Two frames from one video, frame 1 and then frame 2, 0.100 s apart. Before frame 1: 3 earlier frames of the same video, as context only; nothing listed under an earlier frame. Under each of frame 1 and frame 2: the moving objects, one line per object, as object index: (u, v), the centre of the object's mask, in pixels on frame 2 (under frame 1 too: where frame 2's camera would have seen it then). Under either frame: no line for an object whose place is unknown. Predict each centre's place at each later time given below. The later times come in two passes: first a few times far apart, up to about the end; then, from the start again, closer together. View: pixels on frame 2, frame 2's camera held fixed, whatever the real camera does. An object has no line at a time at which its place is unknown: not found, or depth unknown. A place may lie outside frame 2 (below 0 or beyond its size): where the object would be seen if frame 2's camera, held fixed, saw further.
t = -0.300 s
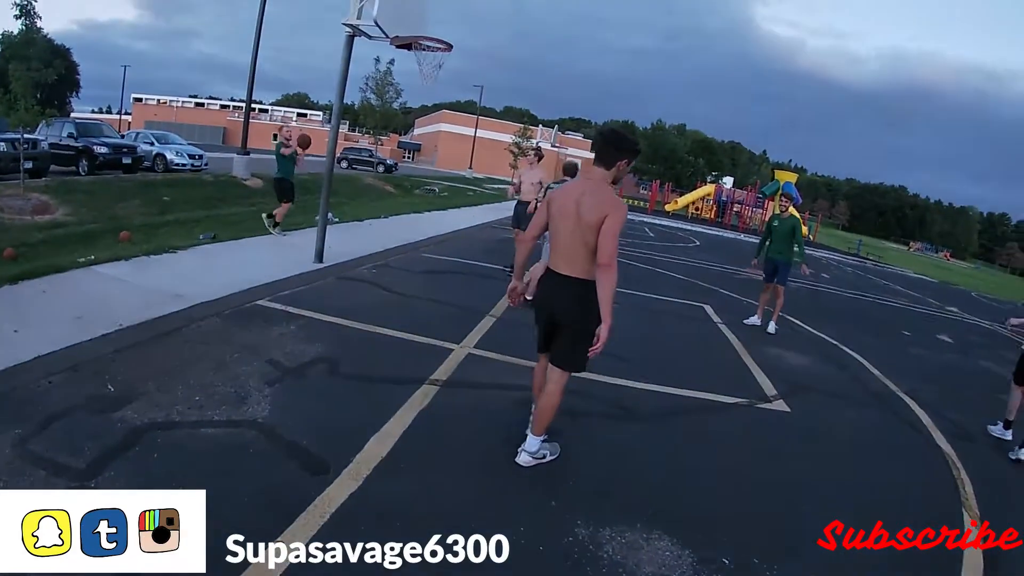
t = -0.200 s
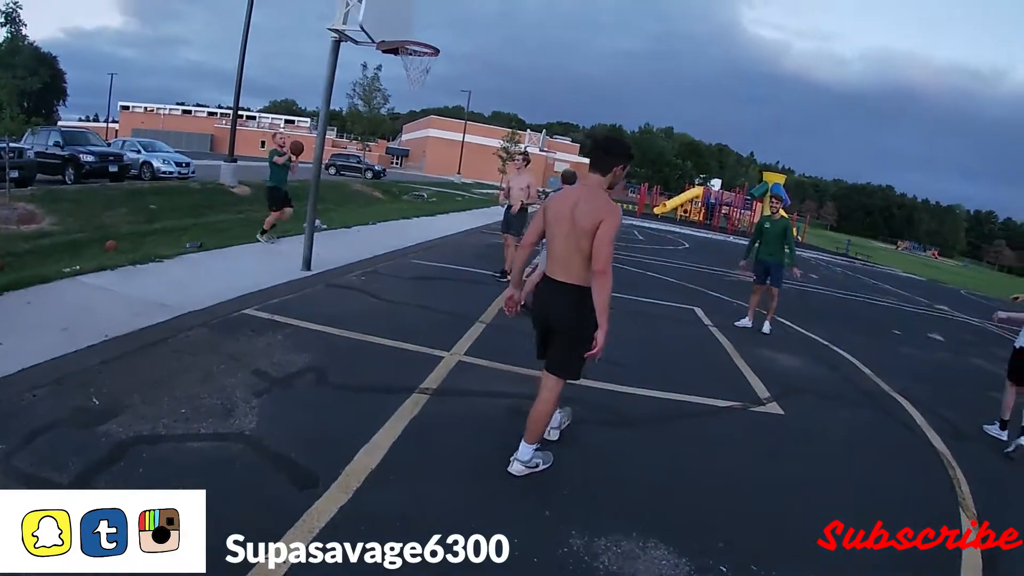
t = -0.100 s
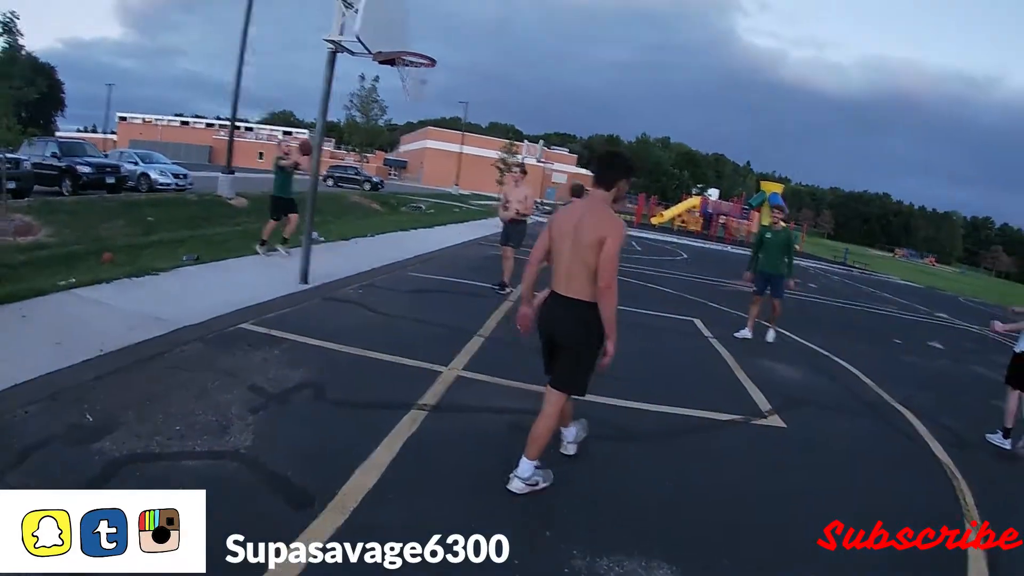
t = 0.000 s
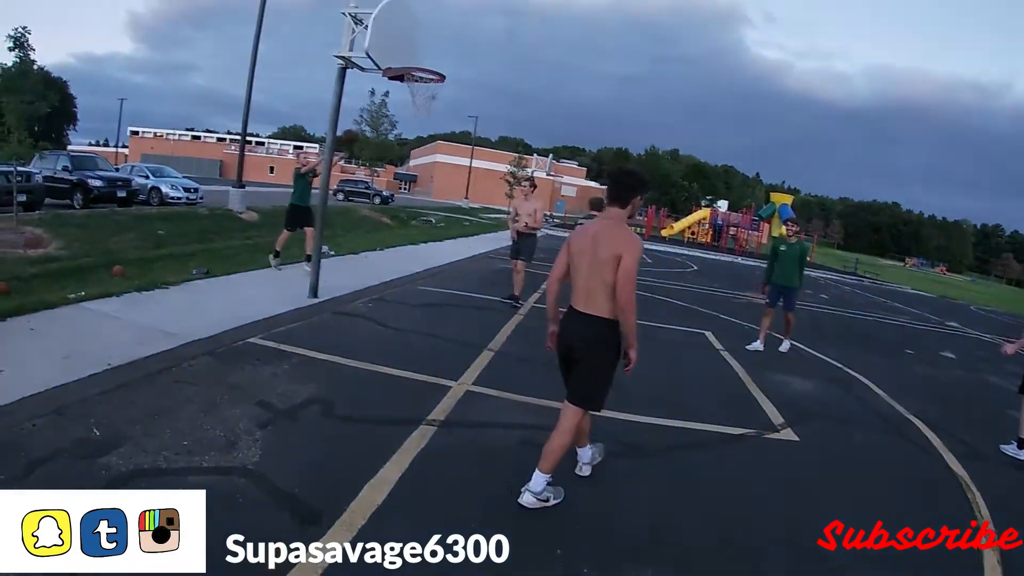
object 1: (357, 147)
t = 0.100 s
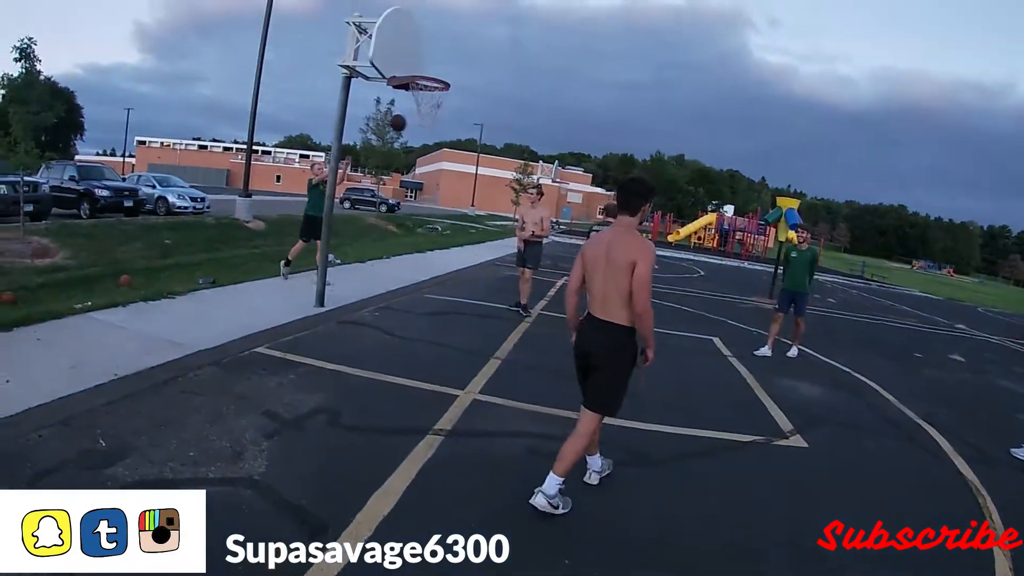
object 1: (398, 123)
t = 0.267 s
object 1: (479, 97)
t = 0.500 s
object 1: (616, 97)
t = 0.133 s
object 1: (411, 116)
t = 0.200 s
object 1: (445, 105)
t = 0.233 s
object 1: (462, 101)
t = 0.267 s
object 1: (479, 97)
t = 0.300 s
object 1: (497, 94)
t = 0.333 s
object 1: (515, 93)
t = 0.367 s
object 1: (534, 91)
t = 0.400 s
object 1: (554, 91)
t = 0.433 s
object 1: (574, 92)
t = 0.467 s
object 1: (595, 94)
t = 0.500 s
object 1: (616, 97)
